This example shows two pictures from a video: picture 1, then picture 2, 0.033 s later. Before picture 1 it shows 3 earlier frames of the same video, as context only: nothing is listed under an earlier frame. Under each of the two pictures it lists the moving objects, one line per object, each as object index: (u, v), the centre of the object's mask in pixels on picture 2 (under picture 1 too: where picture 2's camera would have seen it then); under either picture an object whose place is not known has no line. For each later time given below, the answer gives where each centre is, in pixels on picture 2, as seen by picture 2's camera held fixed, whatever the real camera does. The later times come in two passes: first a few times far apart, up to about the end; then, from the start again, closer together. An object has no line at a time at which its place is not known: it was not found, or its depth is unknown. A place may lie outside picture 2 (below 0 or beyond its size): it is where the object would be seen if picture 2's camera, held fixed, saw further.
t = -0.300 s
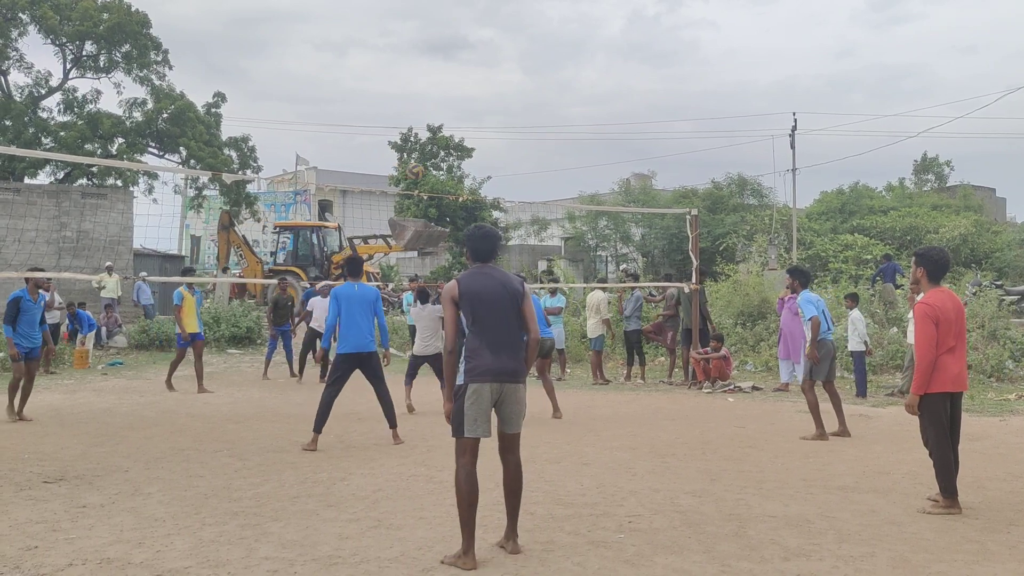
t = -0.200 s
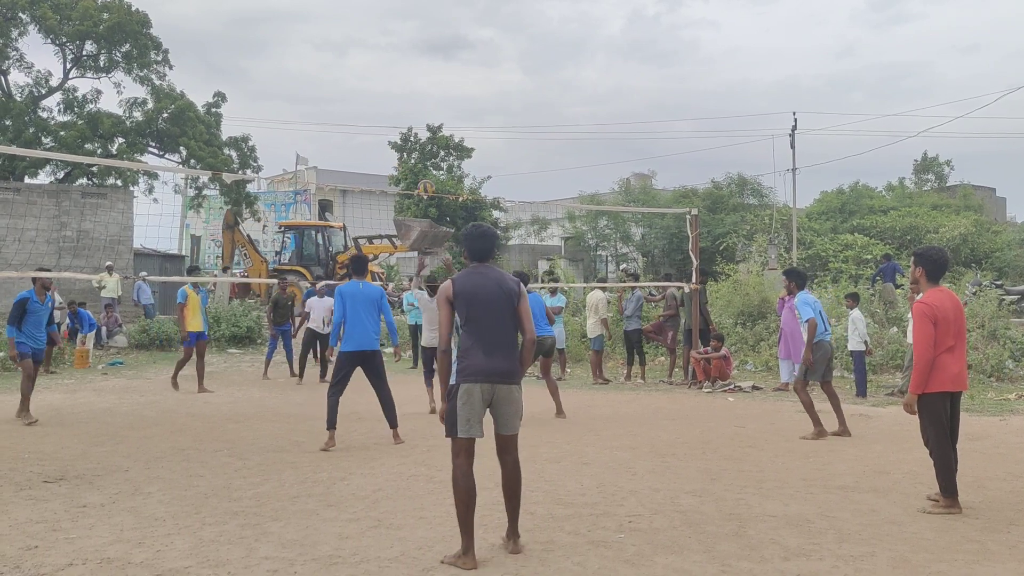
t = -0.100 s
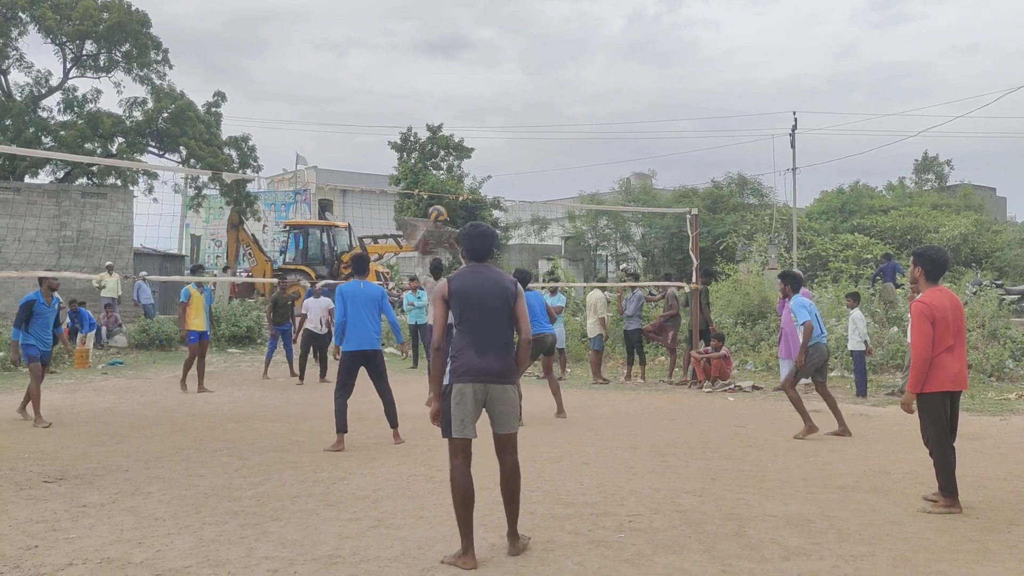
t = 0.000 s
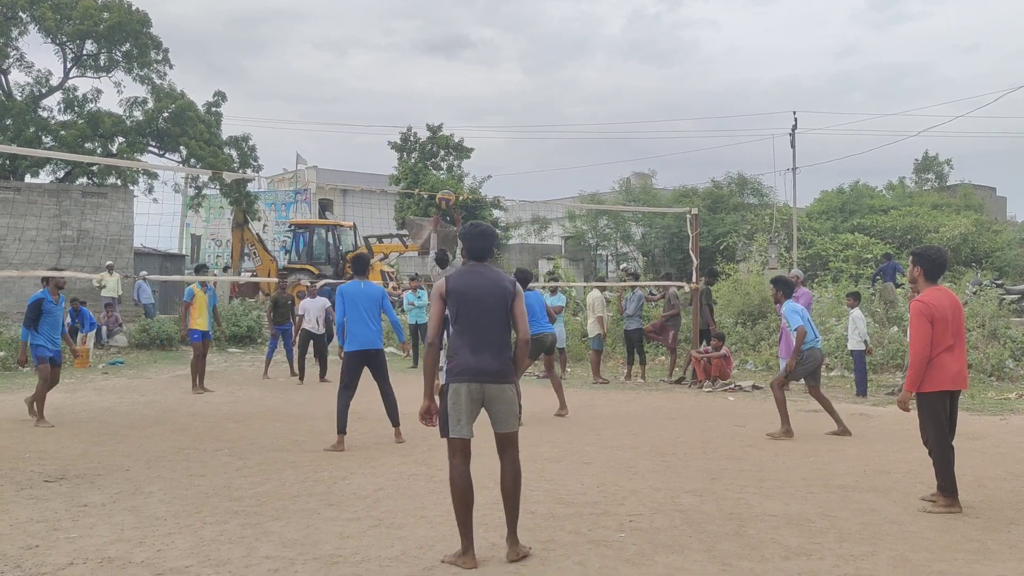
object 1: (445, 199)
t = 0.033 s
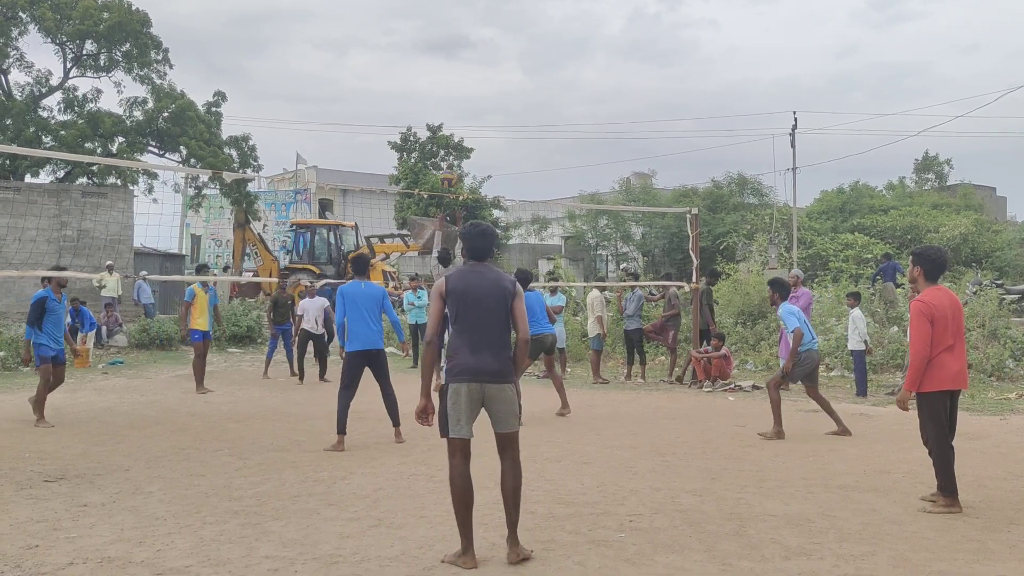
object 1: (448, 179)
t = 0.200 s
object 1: (460, 93)
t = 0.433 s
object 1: (477, 14)
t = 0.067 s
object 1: (451, 161)
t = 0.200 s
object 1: (460, 93)
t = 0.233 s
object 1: (463, 79)
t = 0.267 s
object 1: (465, 66)
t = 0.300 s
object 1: (467, 54)
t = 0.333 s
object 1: (470, 42)
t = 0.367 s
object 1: (472, 32)
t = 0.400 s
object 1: (475, 23)
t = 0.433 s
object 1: (477, 14)
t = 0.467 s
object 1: (480, 8)
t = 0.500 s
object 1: (483, 5)
